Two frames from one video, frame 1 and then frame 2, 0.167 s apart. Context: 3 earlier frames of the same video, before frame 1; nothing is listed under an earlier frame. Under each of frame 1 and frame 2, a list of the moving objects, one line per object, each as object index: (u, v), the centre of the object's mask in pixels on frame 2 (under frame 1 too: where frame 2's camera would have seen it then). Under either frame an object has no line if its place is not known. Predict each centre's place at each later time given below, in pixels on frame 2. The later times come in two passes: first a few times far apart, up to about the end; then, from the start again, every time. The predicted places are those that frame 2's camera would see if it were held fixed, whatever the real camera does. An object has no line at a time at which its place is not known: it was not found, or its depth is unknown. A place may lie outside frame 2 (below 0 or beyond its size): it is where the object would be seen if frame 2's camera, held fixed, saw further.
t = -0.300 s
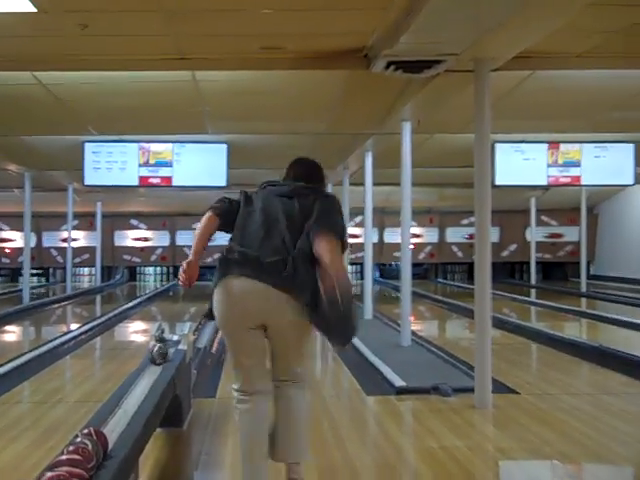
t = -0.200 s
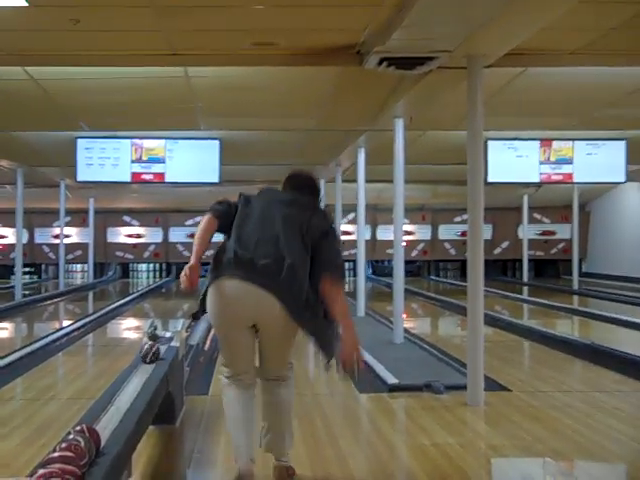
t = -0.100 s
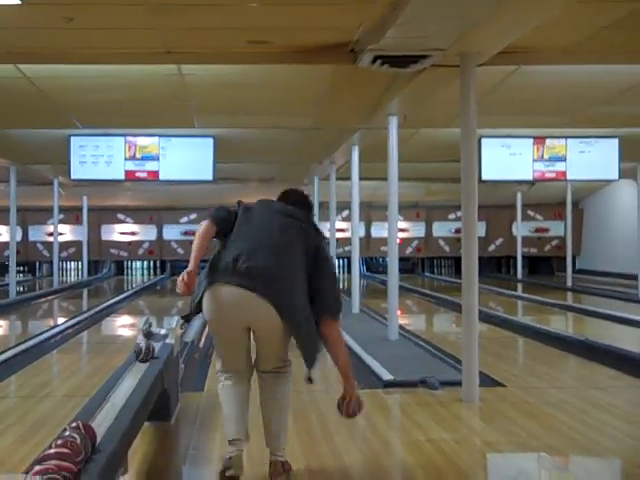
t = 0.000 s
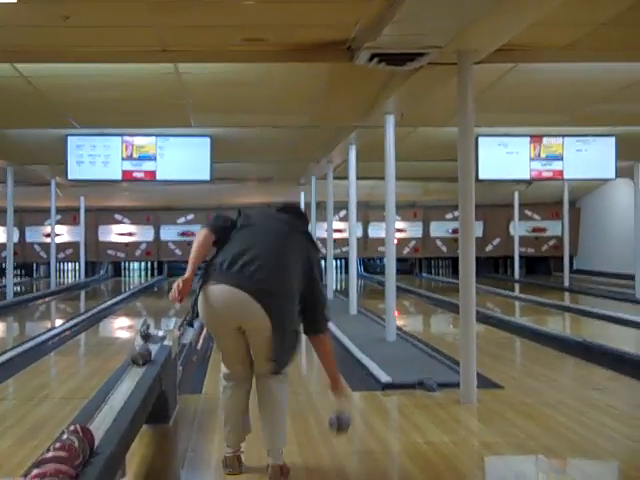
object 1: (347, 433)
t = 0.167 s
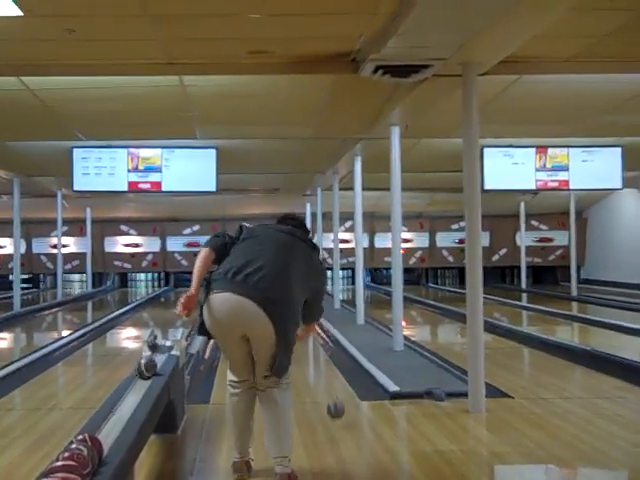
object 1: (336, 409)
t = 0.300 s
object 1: (328, 398)
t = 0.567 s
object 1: (317, 369)
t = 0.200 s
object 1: (334, 406)
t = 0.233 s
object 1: (331, 405)
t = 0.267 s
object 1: (329, 402)
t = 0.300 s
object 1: (328, 398)
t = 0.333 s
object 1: (327, 392)
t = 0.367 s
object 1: (324, 389)
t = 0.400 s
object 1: (323, 384)
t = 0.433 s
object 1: (322, 381)
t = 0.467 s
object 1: (321, 378)
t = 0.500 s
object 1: (320, 375)
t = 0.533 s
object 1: (319, 373)
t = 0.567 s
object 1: (317, 369)
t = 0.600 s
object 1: (317, 366)
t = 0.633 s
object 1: (316, 364)
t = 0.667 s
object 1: (315, 361)
